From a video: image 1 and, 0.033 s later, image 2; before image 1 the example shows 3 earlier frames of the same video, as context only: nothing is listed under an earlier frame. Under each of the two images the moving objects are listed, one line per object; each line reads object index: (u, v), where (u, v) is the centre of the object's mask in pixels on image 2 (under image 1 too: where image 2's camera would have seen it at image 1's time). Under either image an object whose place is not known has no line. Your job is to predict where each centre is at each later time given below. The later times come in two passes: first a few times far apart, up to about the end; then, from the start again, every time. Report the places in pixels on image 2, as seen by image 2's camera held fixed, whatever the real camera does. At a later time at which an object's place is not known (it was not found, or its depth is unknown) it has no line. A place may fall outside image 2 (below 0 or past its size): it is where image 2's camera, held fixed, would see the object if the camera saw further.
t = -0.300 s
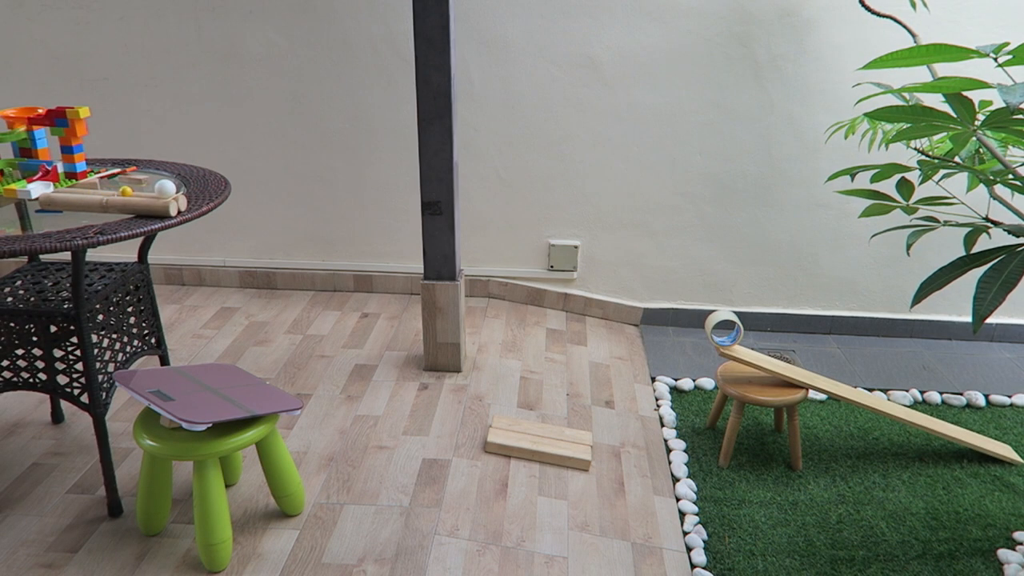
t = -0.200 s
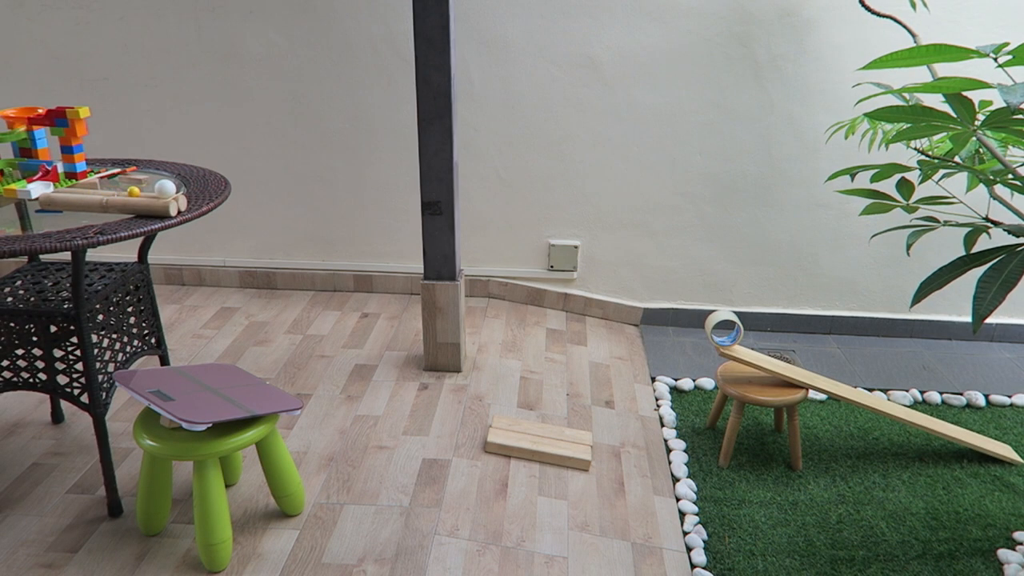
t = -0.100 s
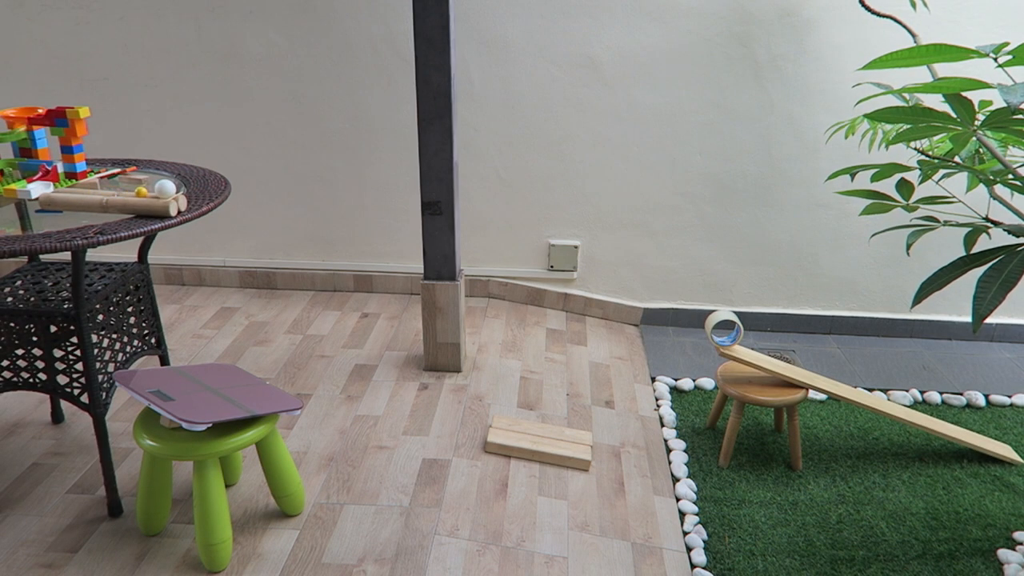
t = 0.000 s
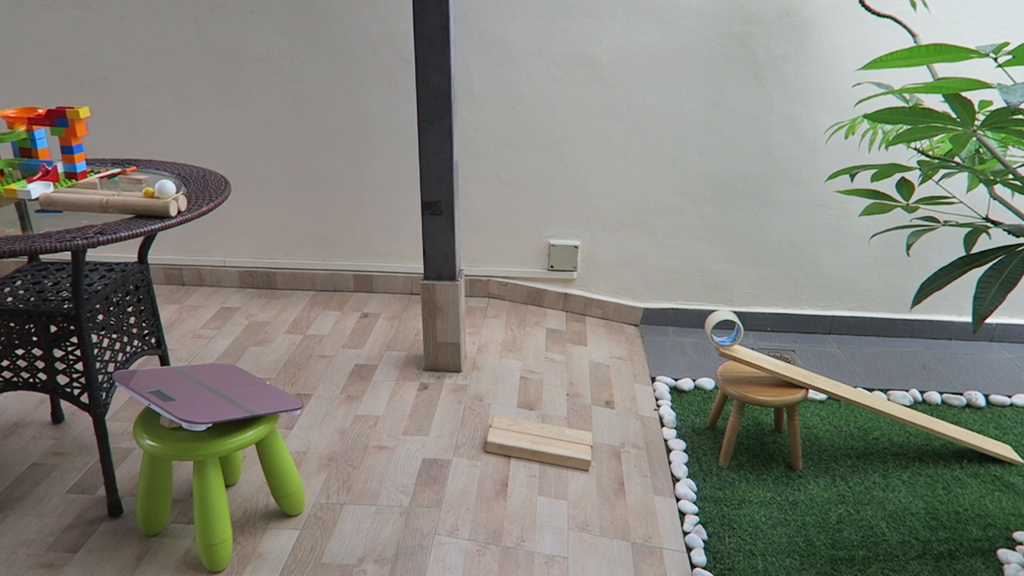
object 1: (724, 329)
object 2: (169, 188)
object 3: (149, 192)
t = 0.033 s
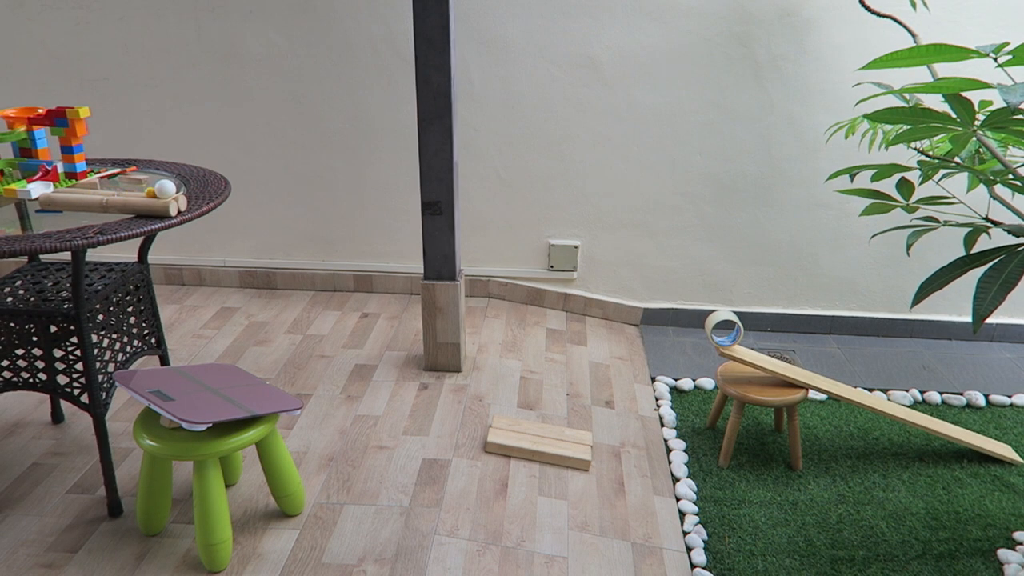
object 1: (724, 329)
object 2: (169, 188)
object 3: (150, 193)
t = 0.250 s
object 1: (724, 329)
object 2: (174, 189)
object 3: (158, 193)
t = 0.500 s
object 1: (724, 329)
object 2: (202, 221)
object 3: (169, 193)
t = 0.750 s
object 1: (724, 329)
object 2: (305, 349)
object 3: (179, 196)
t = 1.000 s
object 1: (724, 329)
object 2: (458, 295)
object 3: (248, 306)
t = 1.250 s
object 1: (724, 329)
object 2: (586, 398)
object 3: (395, 321)
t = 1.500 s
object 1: (724, 329)
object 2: (689, 307)
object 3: (551, 417)
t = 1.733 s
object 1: (730, 330)
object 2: (646, 357)
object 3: (702, 382)
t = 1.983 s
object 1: (767, 345)
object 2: (680, 319)
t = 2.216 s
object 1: (837, 371)
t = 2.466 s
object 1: (944, 414)
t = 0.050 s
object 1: (724, 328)
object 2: (169, 188)
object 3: (151, 193)
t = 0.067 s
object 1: (724, 328)
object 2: (170, 188)
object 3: (152, 193)
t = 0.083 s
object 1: (724, 328)
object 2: (170, 189)
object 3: (152, 193)
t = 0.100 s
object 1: (724, 328)
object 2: (170, 189)
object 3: (153, 193)
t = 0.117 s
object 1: (724, 328)
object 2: (171, 189)
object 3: (153, 193)
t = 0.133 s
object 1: (724, 329)
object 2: (171, 189)
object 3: (154, 193)
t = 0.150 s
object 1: (724, 328)
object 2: (171, 189)
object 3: (155, 193)
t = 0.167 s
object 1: (724, 328)
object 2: (171, 189)
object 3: (155, 193)
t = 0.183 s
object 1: (724, 328)
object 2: (172, 189)
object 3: (156, 193)
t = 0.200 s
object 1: (724, 329)
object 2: (173, 189)
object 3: (156, 193)
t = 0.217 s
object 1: (724, 329)
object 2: (173, 189)
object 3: (157, 193)
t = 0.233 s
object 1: (724, 328)
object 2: (174, 189)
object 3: (158, 193)
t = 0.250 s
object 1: (724, 329)
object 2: (174, 189)
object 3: (158, 193)
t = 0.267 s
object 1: (724, 328)
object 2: (175, 189)
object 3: (159, 193)
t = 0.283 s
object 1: (724, 329)
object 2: (175, 189)
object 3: (160, 193)
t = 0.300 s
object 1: (724, 329)
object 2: (175, 190)
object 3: (160, 193)
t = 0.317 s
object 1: (724, 329)
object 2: (176, 190)
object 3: (160, 193)
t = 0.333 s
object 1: (724, 328)
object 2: (177, 190)
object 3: (161, 193)
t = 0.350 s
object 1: (724, 329)
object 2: (178, 190)
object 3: (162, 193)
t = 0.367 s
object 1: (724, 328)
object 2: (179, 191)
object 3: (163, 193)
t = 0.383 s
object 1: (724, 329)
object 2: (181, 192)
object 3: (163, 193)
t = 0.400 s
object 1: (724, 328)
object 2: (183, 193)
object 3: (164, 193)
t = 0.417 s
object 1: (724, 329)
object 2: (184, 196)
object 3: (165, 193)
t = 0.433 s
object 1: (724, 328)
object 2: (186, 200)
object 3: (166, 193)
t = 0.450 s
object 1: (724, 329)
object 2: (188, 205)
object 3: (166, 193)
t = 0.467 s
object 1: (724, 328)
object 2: (192, 211)
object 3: (167, 193)
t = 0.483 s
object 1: (724, 329)
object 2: (197, 216)
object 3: (168, 193)
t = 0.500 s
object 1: (724, 329)
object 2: (202, 221)
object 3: (169, 193)
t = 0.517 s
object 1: (724, 329)
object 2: (208, 229)
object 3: (169, 193)
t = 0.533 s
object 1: (724, 328)
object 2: (213, 236)
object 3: (170, 193)
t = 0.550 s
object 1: (724, 329)
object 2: (219, 245)
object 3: (171, 193)
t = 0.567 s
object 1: (724, 328)
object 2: (225, 256)
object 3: (171, 193)
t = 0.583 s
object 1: (724, 329)
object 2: (230, 269)
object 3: (172, 193)
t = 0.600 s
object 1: (724, 328)
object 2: (237, 280)
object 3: (173, 193)
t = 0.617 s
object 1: (724, 329)
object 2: (243, 294)
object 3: (173, 193)
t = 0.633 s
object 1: (724, 328)
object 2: (250, 309)
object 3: (173, 193)
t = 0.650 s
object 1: (724, 329)
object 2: (256, 326)
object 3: (174, 193)
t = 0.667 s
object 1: (724, 329)
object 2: (263, 341)
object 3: (175, 193)
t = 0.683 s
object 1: (724, 329)
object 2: (269, 359)
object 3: (176, 194)
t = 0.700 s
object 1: (724, 328)
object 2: (275, 378)
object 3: (177, 194)
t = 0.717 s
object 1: (724, 329)
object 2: (284, 376)
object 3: (177, 194)
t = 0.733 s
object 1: (724, 329)
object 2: (294, 362)
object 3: (178, 195)
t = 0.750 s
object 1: (724, 329)
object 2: (305, 349)
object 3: (179, 196)
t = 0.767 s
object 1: (724, 329)
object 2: (315, 337)
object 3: (181, 200)
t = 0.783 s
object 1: (724, 328)
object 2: (327, 325)
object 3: (182, 202)
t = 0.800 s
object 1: (724, 329)
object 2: (337, 316)
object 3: (184, 206)
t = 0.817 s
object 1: (724, 328)
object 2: (347, 308)
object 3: (187, 212)
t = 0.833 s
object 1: (724, 329)
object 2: (357, 302)
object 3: (191, 214)
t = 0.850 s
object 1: (724, 329)
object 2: (368, 296)
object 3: (197, 218)
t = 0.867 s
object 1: (724, 328)
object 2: (379, 291)
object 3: (202, 223)
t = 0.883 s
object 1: (724, 329)
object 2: (388, 288)
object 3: (207, 229)
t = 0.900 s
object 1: (724, 329)
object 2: (399, 287)
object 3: (212, 236)
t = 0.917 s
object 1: (724, 328)
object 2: (409, 285)
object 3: (218, 245)
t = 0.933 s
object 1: (724, 329)
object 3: (223, 254)
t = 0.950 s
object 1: (724, 329)
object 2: (429, 286)
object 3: (229, 266)
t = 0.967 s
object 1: (724, 328)
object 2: (439, 288)
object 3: (236, 278)
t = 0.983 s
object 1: (724, 329)
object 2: (449, 292)
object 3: (242, 291)
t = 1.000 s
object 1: (724, 329)
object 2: (458, 295)
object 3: (248, 306)
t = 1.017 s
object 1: (724, 328)
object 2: (469, 299)
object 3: (254, 322)
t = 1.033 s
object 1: (724, 329)
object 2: (478, 304)
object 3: (261, 338)
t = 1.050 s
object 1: (724, 329)
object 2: (487, 312)
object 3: (267, 356)
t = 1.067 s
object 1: (724, 329)
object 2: (496, 320)
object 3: (274, 375)
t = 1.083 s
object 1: (724, 329)
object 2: (504, 329)
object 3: (281, 388)
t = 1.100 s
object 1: (724, 329)
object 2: (514, 337)
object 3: (293, 376)
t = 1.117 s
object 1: (724, 329)
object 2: (522, 348)
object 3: (304, 365)
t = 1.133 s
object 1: (724, 329)
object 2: (530, 359)
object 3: (315, 355)
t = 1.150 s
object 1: (724, 329)
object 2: (537, 370)
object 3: (326, 347)
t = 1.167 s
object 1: (724, 329)
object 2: (544, 382)
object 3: (338, 340)
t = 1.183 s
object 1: (724, 329)
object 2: (552, 394)
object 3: (350, 334)
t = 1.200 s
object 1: (724, 329)
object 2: (559, 409)
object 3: (361, 328)
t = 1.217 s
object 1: (724, 329)
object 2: (565, 423)
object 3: (372, 325)
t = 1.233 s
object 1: (724, 329)
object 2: (576, 410)
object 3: (384, 322)
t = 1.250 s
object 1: (724, 329)
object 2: (586, 398)
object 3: (395, 321)
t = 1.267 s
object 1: (724, 329)
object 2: (597, 386)
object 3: (407, 320)
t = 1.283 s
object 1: (724, 329)
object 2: (606, 376)
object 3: (418, 321)
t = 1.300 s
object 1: (724, 329)
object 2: (617, 366)
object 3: (429, 323)
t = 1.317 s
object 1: (724, 329)
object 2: (628, 357)
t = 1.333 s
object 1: (724, 329)
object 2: (638, 349)
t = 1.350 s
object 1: (724, 329)
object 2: (647, 343)
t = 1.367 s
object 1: (724, 328)
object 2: (656, 337)
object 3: (473, 339)
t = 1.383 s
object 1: (724, 329)
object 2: (666, 332)
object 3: (483, 346)
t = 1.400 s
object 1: (724, 328)
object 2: (676, 328)
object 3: (493, 354)
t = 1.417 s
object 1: (724, 328)
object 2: (686, 324)
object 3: (504, 362)
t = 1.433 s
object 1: (724, 329)
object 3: (514, 372)
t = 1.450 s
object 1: (724, 329)
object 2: (697, 318)
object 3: (524, 382)
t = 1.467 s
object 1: (724, 329)
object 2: (694, 314)
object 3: (533, 393)
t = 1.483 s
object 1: (724, 328)
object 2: (692, 310)
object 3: (541, 404)
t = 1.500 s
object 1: (724, 329)
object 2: (689, 307)
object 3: (551, 417)
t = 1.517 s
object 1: (725, 329)
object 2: (686, 305)
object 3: (559, 430)
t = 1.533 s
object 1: (725, 329)
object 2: (683, 304)
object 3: (568, 445)
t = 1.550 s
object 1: (725, 329)
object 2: (680, 304)
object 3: (580, 436)
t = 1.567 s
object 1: (725, 329)
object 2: (677, 305)
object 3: (591, 427)
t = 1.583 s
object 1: (726, 329)
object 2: (674, 307)
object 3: (602, 418)
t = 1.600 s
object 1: (726, 329)
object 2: (671, 309)
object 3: (614, 410)
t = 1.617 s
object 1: (726, 329)
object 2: (668, 312)
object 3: (626, 404)
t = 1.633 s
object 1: (727, 329)
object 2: (665, 316)
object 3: (637, 398)
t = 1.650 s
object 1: (727, 329)
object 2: (661, 321)
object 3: (649, 393)
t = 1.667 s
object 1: (728, 329)
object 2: (658, 327)
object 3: (660, 387)
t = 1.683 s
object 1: (728, 329)
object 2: (655, 334)
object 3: (670, 385)
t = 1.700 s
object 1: (729, 329)
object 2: (651, 341)
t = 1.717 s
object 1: (729, 330)
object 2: (649, 349)
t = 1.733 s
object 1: (730, 330)
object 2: (646, 357)
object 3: (702, 382)
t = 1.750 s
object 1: (732, 330)
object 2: (642, 366)
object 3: (716, 382)
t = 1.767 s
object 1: (733, 331)
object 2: (639, 377)
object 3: (726, 383)
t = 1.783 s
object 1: (735, 332)
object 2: (636, 385)
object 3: (736, 385)
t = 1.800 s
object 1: (736, 333)
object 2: (632, 400)
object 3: (747, 388)
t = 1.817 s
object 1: (738, 334)
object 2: (631, 403)
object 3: (757, 392)
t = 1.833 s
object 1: (740, 334)
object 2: (637, 386)
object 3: (768, 388)
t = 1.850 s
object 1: (743, 335)
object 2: (643, 377)
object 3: (777, 385)
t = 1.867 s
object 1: (745, 336)
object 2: (648, 366)
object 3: (788, 383)
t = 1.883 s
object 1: (748, 337)
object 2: (652, 358)
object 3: (797, 382)
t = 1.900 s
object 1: (751, 338)
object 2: (657, 349)
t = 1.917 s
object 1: (754, 339)
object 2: (661, 342)
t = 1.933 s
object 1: (757, 341)
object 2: (666, 335)
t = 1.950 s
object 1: (760, 342)
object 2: (671, 328)
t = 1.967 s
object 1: (764, 343)
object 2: (675, 323)
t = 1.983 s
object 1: (767, 345)
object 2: (680, 319)
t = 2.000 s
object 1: (771, 346)
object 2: (684, 315)
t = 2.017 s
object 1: (775, 348)
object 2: (689, 313)
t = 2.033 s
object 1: (780, 350)
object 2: (693, 311)
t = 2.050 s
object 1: (784, 351)
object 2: (697, 309)
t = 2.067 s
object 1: (789, 353)
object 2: (701, 309)
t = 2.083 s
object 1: (793, 354)
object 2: (705, 310)
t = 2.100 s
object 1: (798, 356)
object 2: (709, 311)
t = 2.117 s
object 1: (803, 358)
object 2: (712, 313)
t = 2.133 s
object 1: (808, 360)
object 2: (716, 315)
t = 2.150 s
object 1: (814, 362)
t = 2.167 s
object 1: (819, 365)
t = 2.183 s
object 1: (825, 367)
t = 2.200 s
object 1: (831, 369)
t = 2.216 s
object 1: (837, 371)
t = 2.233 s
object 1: (843, 373)
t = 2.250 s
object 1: (849, 376)
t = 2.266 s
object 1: (856, 378)
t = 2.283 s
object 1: (862, 381)
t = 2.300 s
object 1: (869, 384)
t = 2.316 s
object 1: (875, 386)
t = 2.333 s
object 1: (882, 389)
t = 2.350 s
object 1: (889, 391)
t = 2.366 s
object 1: (897, 394)
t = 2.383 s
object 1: (904, 398)
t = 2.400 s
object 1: (912, 401)
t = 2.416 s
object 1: (920, 404)
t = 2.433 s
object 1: (929, 407)
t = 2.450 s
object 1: (936, 410)
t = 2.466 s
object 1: (944, 414)
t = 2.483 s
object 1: (952, 417)
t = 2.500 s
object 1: (961, 420)
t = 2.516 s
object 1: (970, 424)
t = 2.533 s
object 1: (979, 427)
